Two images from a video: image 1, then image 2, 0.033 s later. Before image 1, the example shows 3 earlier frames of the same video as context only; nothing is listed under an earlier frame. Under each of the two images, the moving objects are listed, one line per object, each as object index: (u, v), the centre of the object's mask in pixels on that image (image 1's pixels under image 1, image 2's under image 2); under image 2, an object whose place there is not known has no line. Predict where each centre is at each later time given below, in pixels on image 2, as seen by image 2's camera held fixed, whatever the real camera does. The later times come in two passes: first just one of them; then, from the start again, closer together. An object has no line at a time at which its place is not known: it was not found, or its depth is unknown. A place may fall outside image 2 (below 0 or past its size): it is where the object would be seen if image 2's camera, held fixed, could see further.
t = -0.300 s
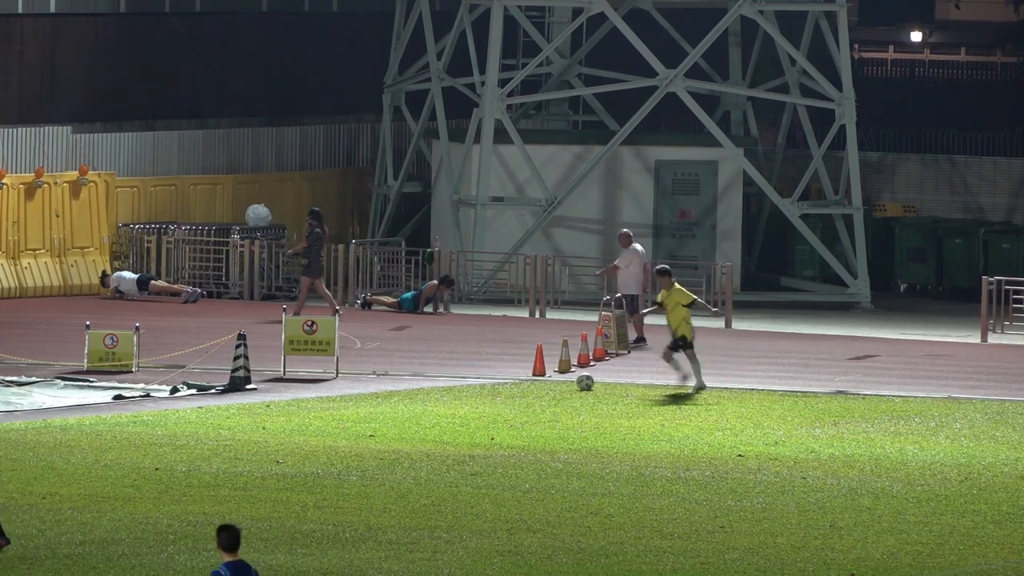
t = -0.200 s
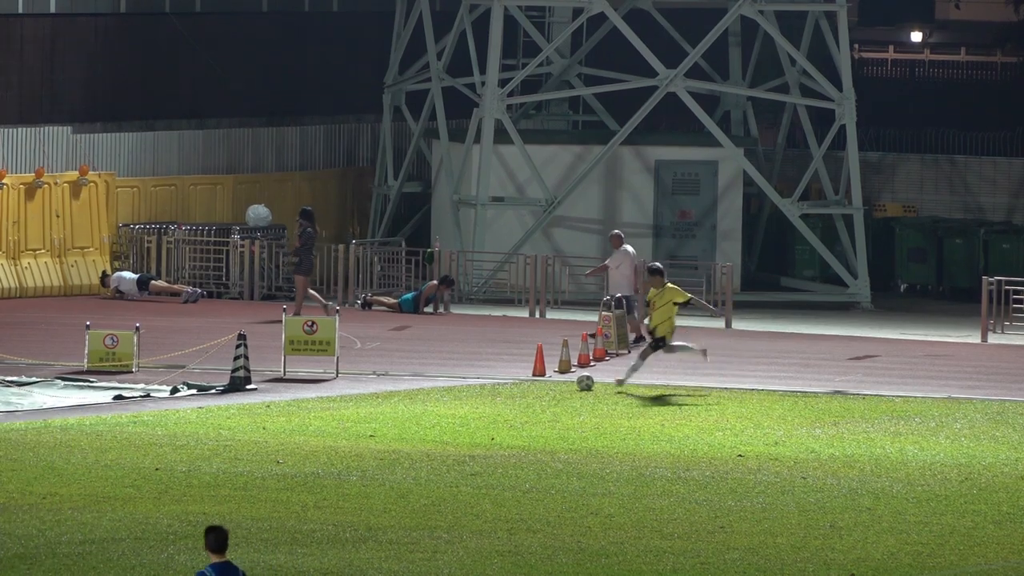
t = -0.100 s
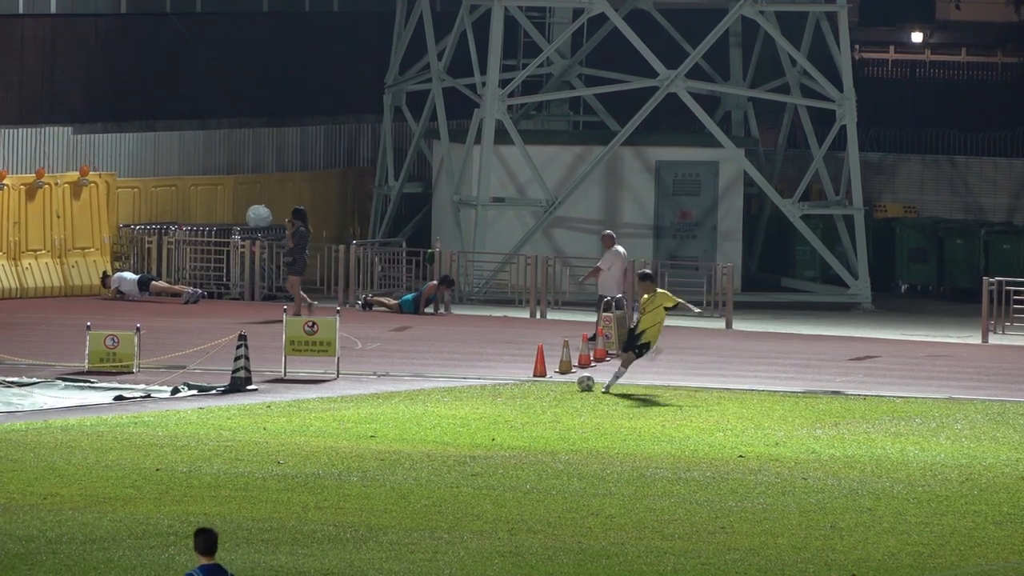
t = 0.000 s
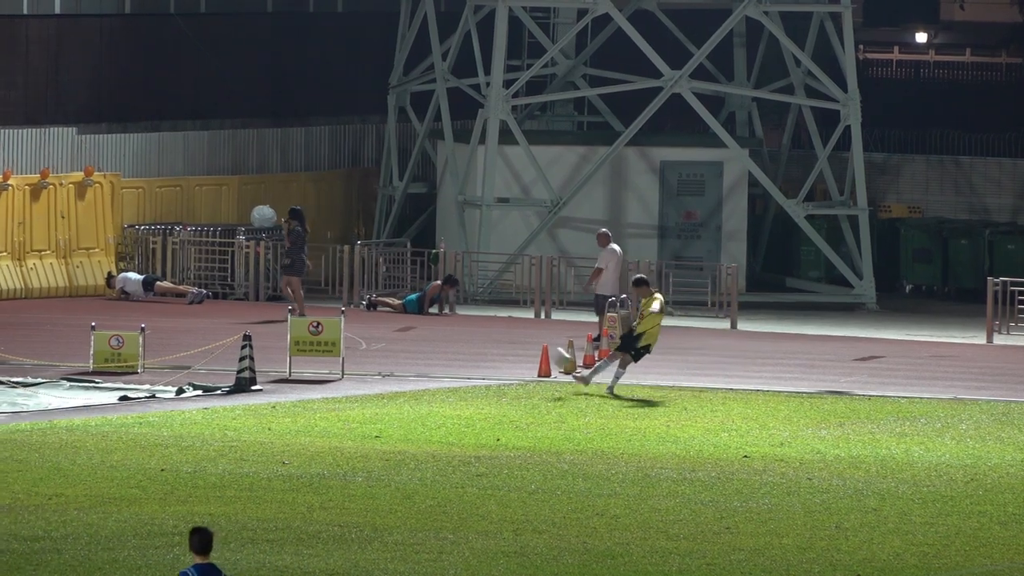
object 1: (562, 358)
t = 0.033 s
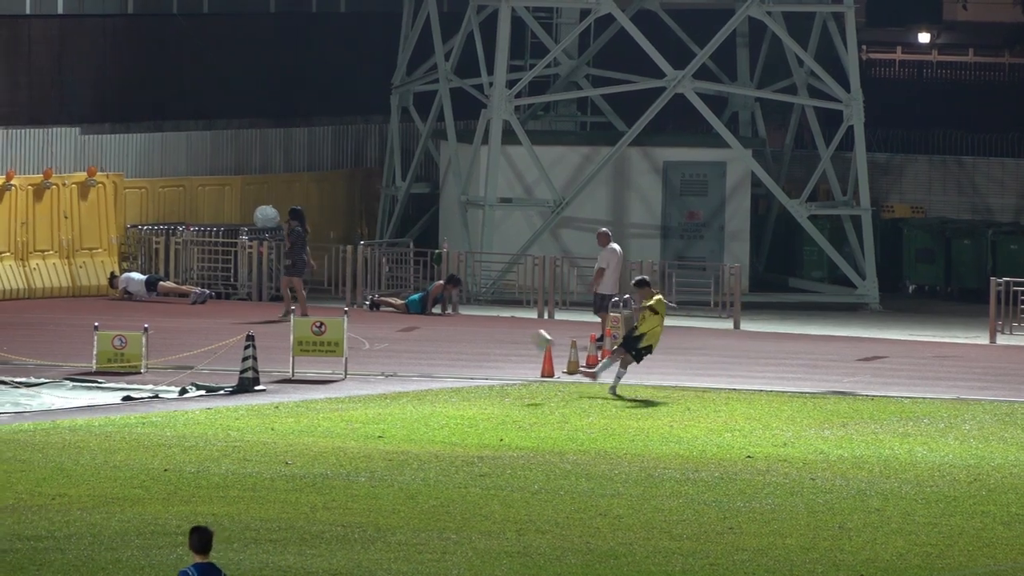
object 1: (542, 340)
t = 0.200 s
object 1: (441, 257)
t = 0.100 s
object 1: (502, 305)
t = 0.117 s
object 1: (491, 297)
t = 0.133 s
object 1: (481, 289)
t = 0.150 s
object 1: (471, 282)
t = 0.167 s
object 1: (461, 273)
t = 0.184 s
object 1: (451, 265)
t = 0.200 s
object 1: (441, 257)
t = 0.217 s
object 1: (432, 251)
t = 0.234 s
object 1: (423, 243)
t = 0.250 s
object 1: (414, 236)
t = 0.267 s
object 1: (406, 230)
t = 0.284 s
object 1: (397, 223)
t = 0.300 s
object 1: (389, 216)
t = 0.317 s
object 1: (380, 209)
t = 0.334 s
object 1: (371, 203)
